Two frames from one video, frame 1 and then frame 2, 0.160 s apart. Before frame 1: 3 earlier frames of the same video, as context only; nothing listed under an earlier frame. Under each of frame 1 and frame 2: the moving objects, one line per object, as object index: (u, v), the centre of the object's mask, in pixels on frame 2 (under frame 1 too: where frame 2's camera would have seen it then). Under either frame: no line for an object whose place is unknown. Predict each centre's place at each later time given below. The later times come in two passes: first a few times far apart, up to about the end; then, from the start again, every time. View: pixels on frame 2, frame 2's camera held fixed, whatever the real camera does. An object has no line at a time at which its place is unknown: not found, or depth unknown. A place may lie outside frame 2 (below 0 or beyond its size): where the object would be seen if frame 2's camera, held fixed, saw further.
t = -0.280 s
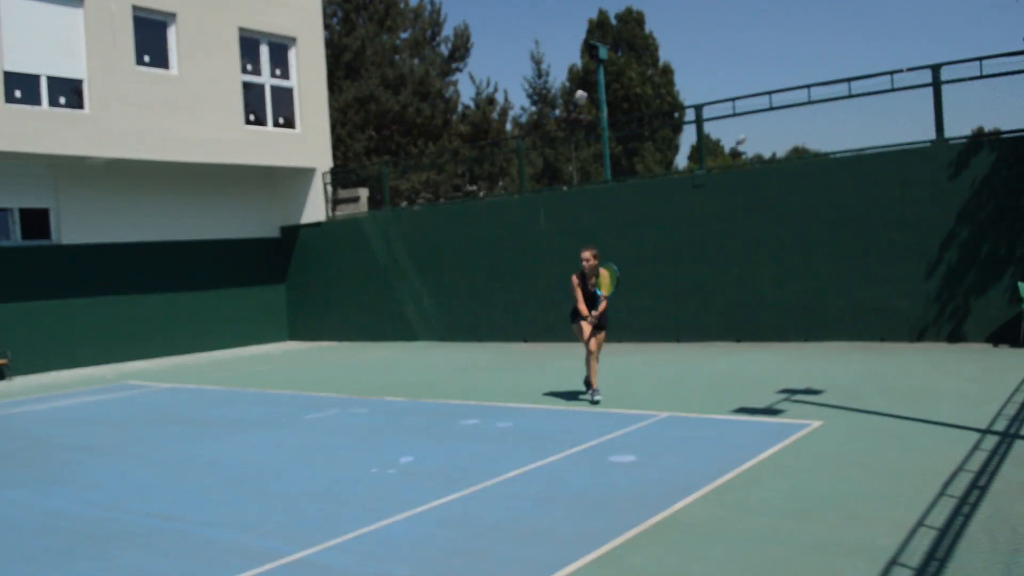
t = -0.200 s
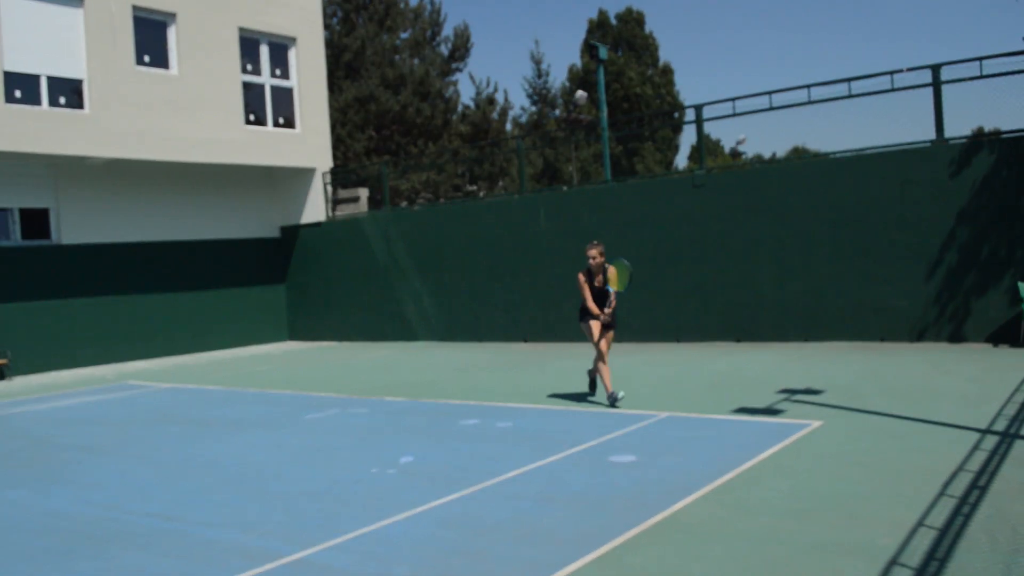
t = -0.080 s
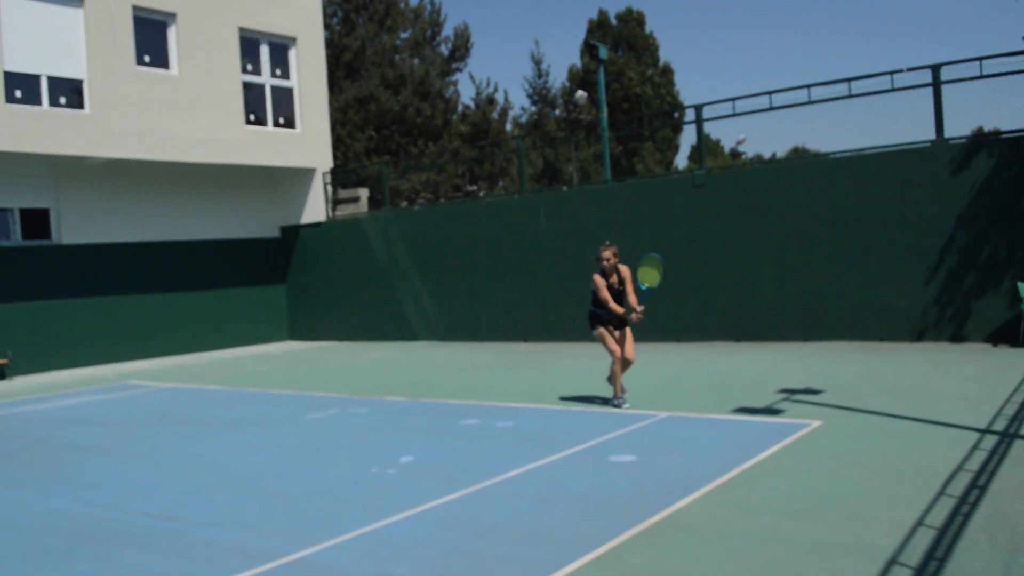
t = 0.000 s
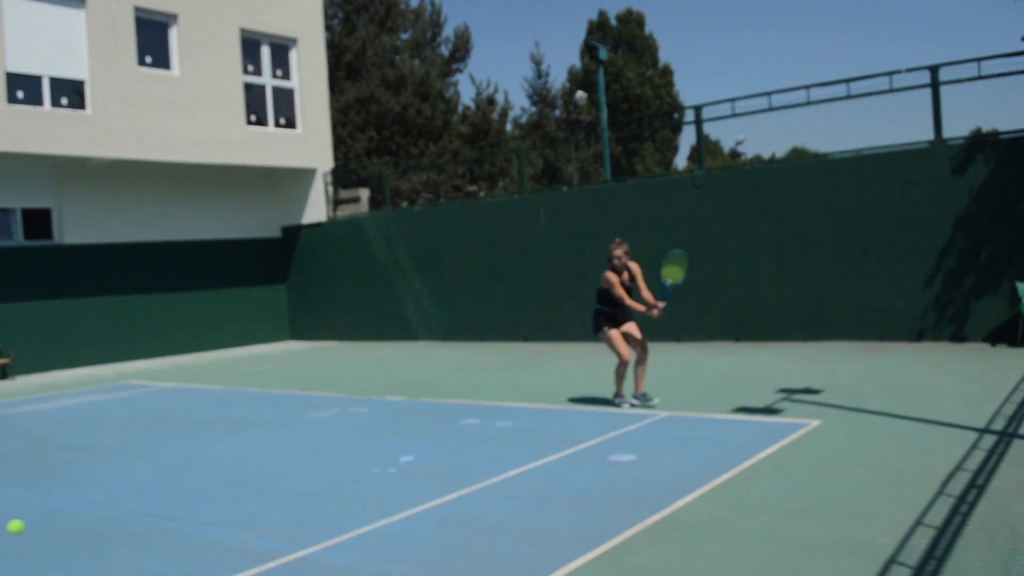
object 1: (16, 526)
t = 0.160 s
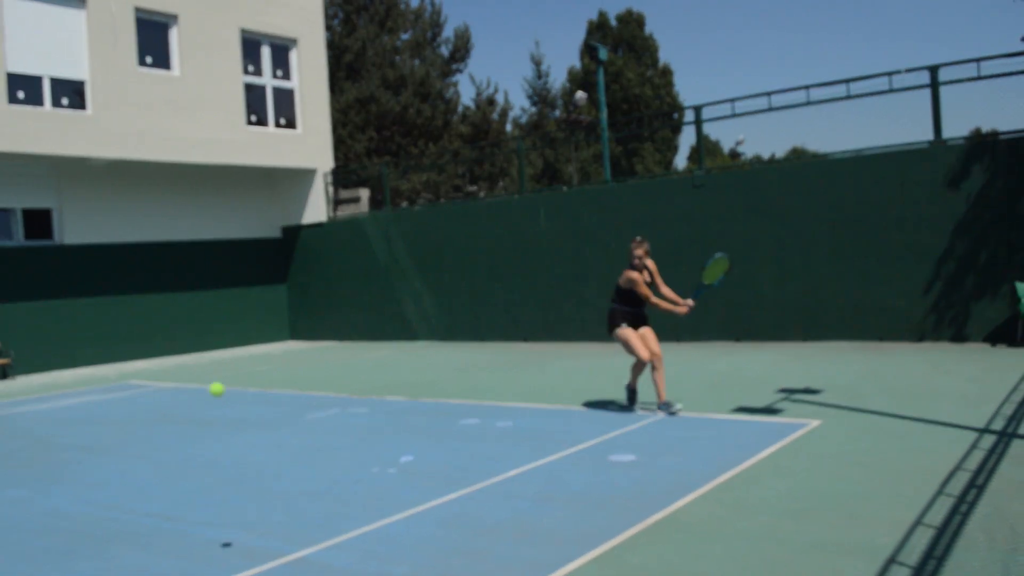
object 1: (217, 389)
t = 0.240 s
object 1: (307, 347)
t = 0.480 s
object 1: (541, 306)
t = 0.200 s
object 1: (262, 366)
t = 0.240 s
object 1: (307, 347)
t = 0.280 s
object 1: (350, 332)
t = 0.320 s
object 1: (391, 320)
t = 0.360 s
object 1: (431, 312)
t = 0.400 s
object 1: (470, 307)
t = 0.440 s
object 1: (506, 305)
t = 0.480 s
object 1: (541, 306)
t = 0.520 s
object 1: (575, 310)
